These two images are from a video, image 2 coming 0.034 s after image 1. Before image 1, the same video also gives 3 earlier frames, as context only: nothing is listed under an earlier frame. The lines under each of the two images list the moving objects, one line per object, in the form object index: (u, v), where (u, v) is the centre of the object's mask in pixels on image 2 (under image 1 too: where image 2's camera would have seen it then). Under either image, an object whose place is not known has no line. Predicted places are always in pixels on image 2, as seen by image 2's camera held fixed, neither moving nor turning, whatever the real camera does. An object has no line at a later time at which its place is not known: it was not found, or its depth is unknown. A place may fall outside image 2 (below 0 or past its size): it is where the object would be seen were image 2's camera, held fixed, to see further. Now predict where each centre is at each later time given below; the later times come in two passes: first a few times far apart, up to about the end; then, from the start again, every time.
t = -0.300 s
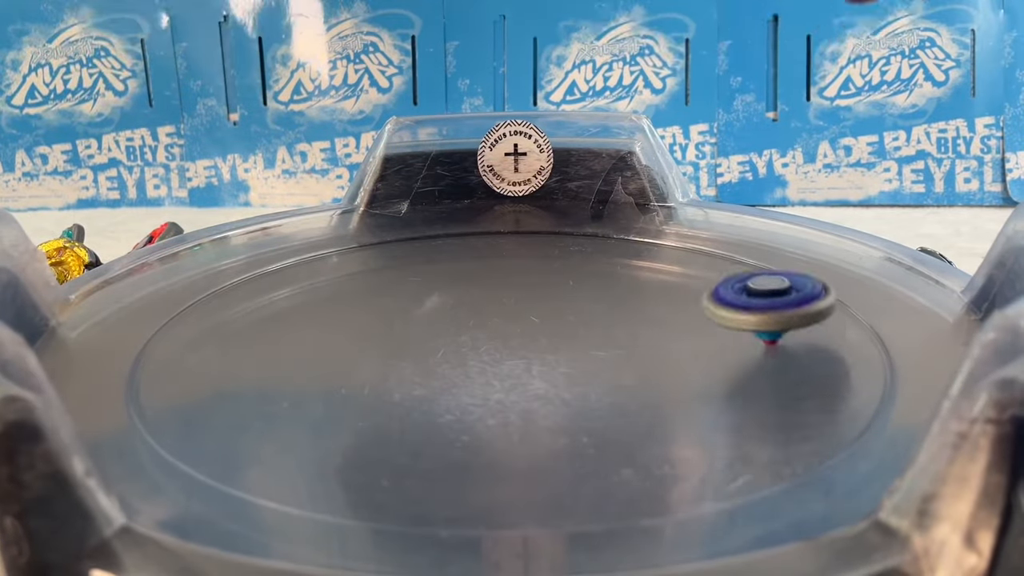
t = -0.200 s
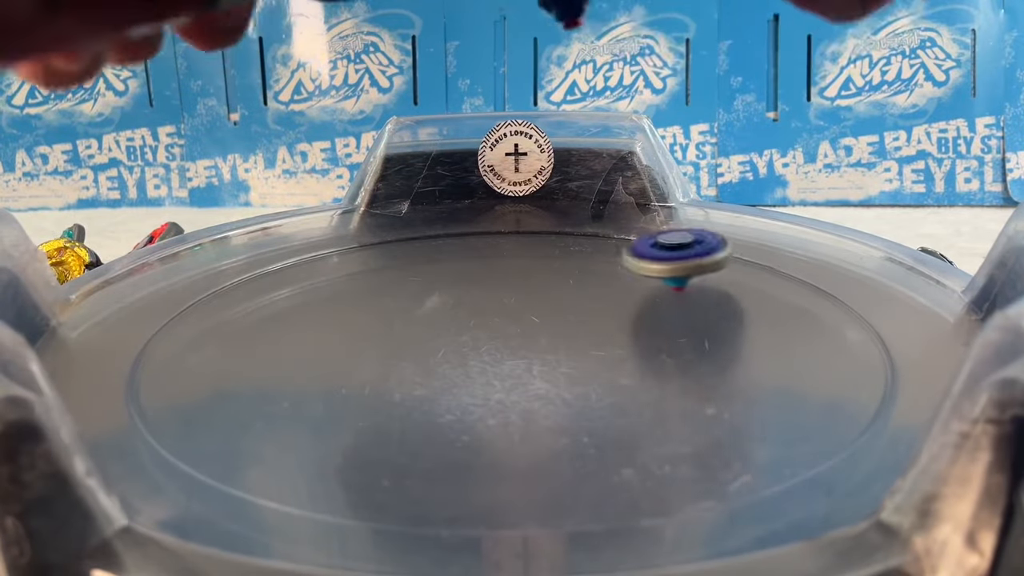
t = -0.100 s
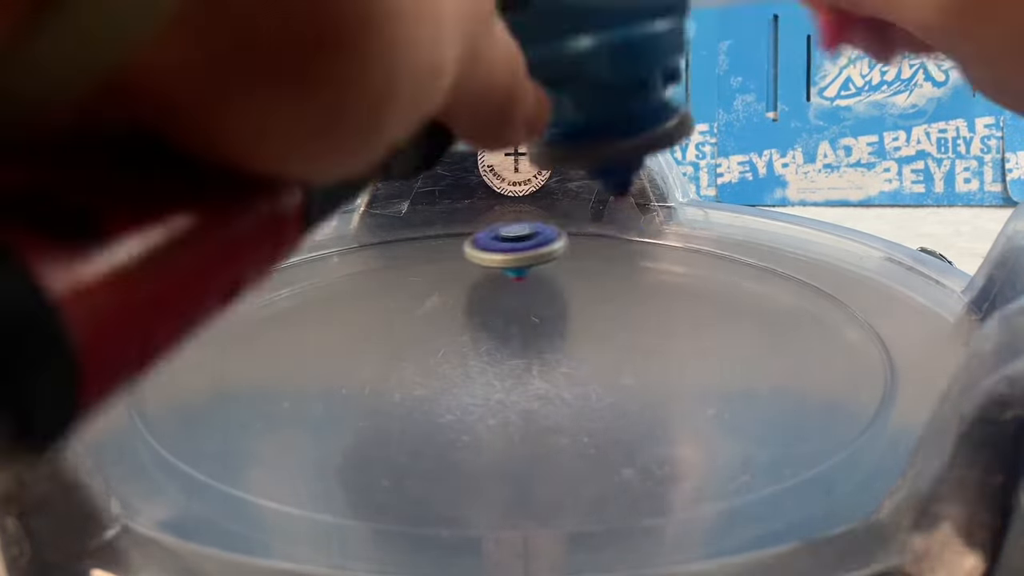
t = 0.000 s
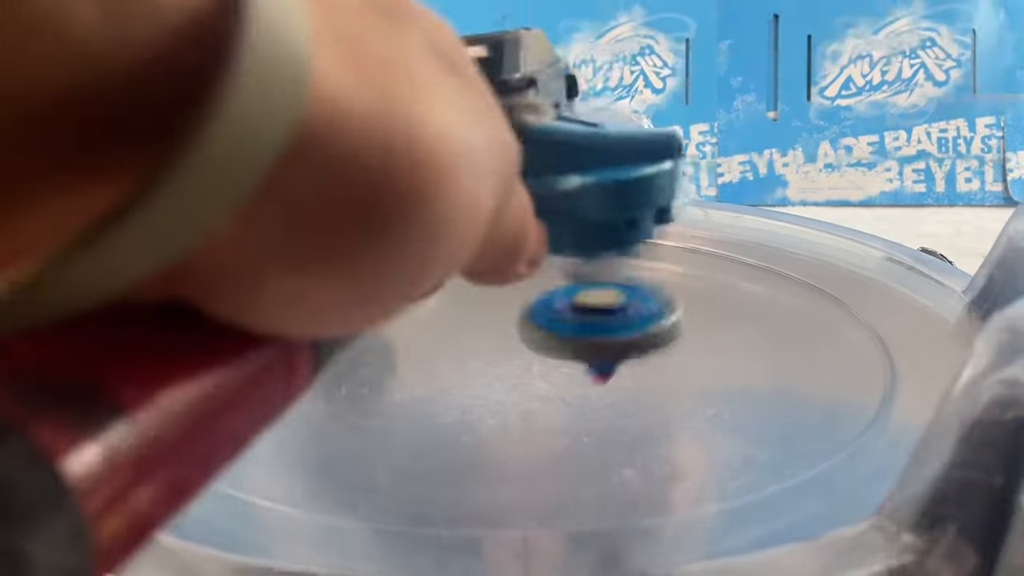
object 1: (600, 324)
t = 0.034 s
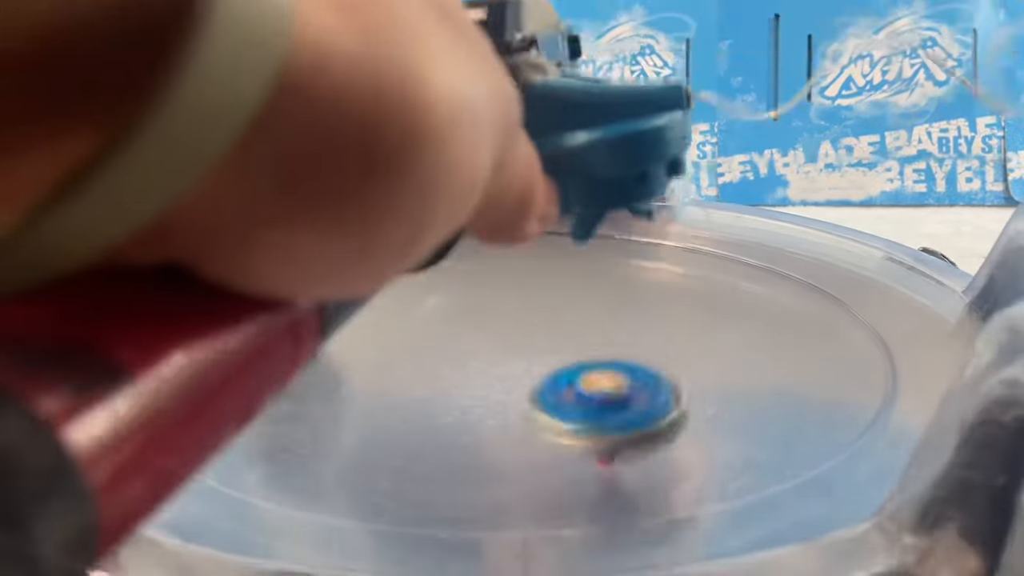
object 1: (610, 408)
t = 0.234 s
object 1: (750, 281)
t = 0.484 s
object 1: (231, 258)
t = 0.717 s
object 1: (664, 493)
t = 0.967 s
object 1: (563, 325)
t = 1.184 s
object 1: (242, 329)
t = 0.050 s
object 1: (627, 396)
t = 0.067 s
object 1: (651, 370)
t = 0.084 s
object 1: (675, 353)
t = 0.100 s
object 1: (697, 346)
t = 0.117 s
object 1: (718, 347)
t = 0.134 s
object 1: (737, 356)
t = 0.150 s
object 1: (751, 357)
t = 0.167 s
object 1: (758, 332)
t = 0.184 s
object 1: (765, 315)
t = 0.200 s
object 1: (769, 307)
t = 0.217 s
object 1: (767, 299)
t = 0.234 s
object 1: (750, 281)
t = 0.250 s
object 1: (735, 271)
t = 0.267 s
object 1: (715, 262)
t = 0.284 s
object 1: (688, 253)
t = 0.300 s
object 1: (656, 249)
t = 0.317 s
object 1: (622, 244)
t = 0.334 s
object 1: (587, 238)
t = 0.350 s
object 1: (551, 236)
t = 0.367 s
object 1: (513, 233)
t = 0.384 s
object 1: (474, 234)
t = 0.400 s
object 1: (435, 234)
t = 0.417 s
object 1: (396, 236)
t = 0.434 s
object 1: (356, 239)
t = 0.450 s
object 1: (315, 244)
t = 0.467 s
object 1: (271, 250)
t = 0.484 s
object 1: (231, 258)
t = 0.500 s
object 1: (190, 268)
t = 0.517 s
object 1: (159, 282)
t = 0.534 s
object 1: (126, 303)
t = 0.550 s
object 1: (102, 328)
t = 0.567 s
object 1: (96, 348)
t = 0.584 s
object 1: (116, 373)
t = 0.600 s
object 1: (141, 401)
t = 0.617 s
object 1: (174, 427)
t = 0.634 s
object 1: (227, 448)
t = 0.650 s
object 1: (292, 468)
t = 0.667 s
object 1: (375, 483)
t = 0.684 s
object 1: (464, 493)
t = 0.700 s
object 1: (562, 498)
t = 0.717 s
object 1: (664, 493)
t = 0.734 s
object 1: (770, 464)
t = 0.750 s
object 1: (829, 426)
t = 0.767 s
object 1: (804, 370)
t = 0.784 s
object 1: (780, 328)
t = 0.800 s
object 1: (758, 299)
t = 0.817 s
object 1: (737, 282)
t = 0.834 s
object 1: (714, 278)
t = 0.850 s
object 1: (693, 285)
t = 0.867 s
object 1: (674, 301)
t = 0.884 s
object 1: (656, 325)
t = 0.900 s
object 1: (639, 355)
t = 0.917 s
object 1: (622, 391)
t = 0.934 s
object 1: (602, 364)
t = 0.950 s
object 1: (583, 340)
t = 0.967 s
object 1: (563, 325)
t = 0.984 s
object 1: (545, 318)
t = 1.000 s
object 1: (528, 319)
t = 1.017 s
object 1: (513, 326)
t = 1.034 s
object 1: (494, 331)
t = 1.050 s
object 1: (466, 316)
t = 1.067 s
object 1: (439, 307)
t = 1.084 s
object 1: (413, 305)
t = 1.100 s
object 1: (389, 309)
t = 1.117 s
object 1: (362, 319)
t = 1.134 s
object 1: (335, 311)
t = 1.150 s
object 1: (304, 310)
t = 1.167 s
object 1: (274, 316)
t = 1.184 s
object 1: (242, 329)
